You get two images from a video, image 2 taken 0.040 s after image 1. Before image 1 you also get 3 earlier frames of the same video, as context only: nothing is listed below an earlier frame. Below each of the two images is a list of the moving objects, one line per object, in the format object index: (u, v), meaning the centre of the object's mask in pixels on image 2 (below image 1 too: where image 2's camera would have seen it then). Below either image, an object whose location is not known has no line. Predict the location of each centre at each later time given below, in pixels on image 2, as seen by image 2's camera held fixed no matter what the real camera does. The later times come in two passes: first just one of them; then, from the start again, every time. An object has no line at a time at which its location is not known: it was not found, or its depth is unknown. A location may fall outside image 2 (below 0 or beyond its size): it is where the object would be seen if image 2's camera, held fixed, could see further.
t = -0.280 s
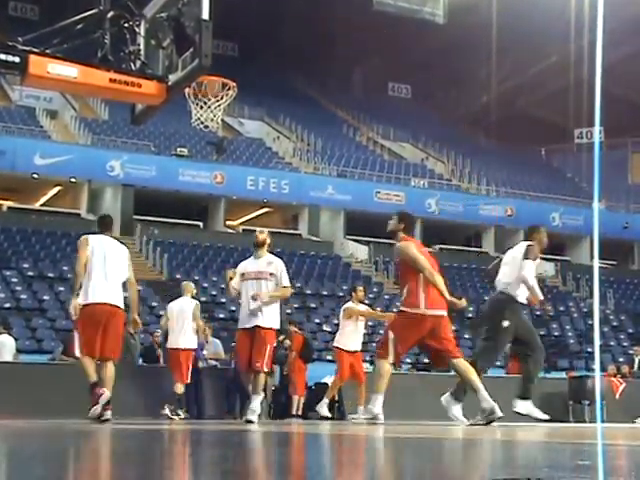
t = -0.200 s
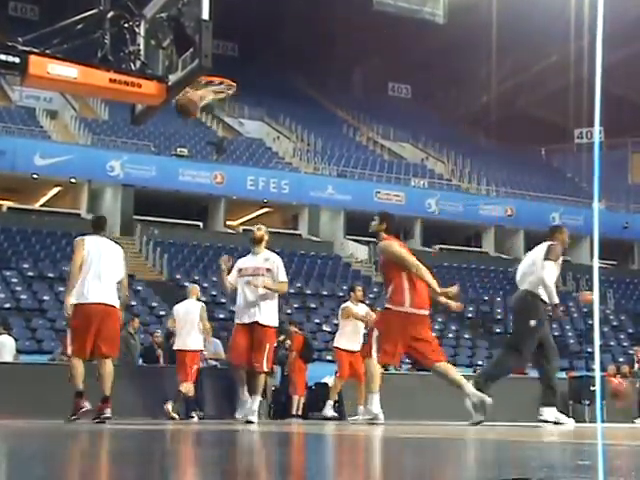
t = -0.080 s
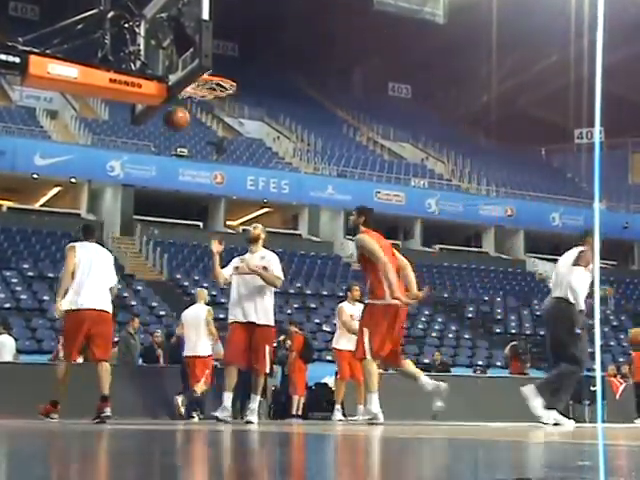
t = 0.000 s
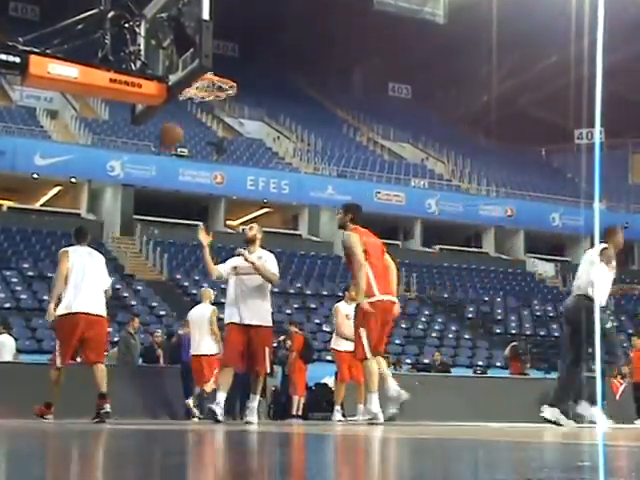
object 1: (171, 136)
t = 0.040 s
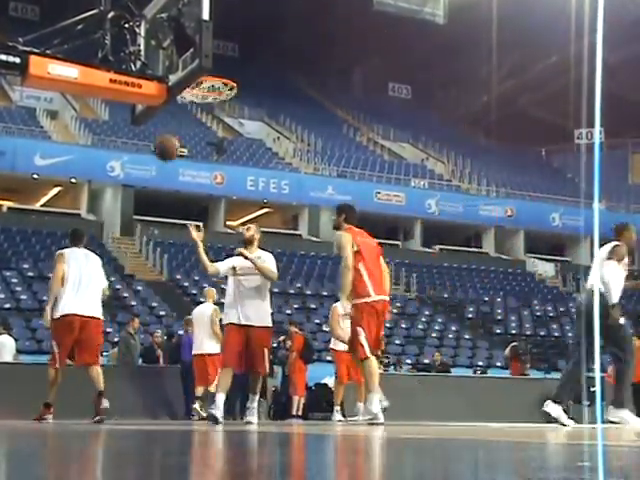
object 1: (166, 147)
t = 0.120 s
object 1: (159, 176)
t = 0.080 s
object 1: (162, 160)
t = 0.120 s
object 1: (159, 176)
